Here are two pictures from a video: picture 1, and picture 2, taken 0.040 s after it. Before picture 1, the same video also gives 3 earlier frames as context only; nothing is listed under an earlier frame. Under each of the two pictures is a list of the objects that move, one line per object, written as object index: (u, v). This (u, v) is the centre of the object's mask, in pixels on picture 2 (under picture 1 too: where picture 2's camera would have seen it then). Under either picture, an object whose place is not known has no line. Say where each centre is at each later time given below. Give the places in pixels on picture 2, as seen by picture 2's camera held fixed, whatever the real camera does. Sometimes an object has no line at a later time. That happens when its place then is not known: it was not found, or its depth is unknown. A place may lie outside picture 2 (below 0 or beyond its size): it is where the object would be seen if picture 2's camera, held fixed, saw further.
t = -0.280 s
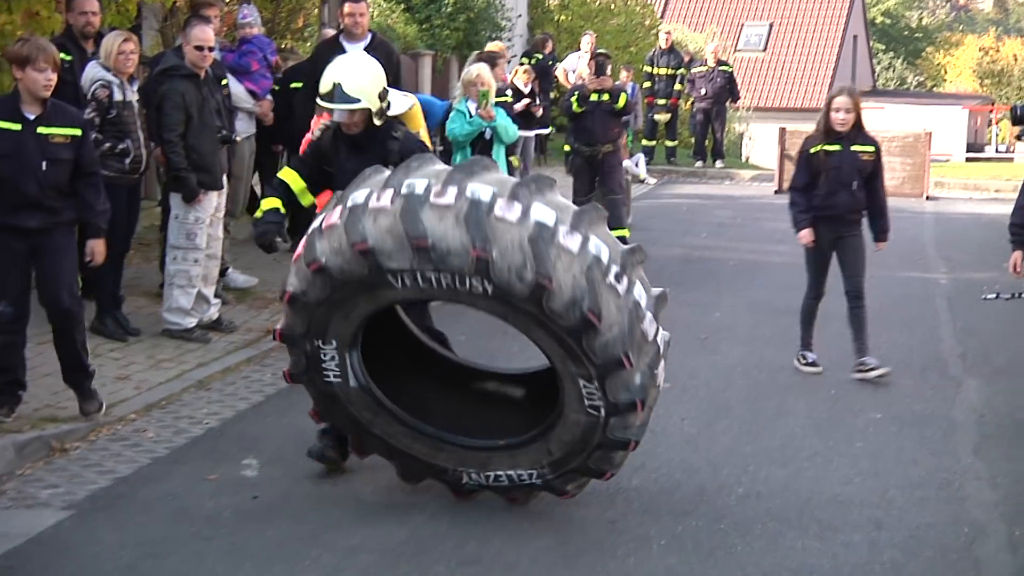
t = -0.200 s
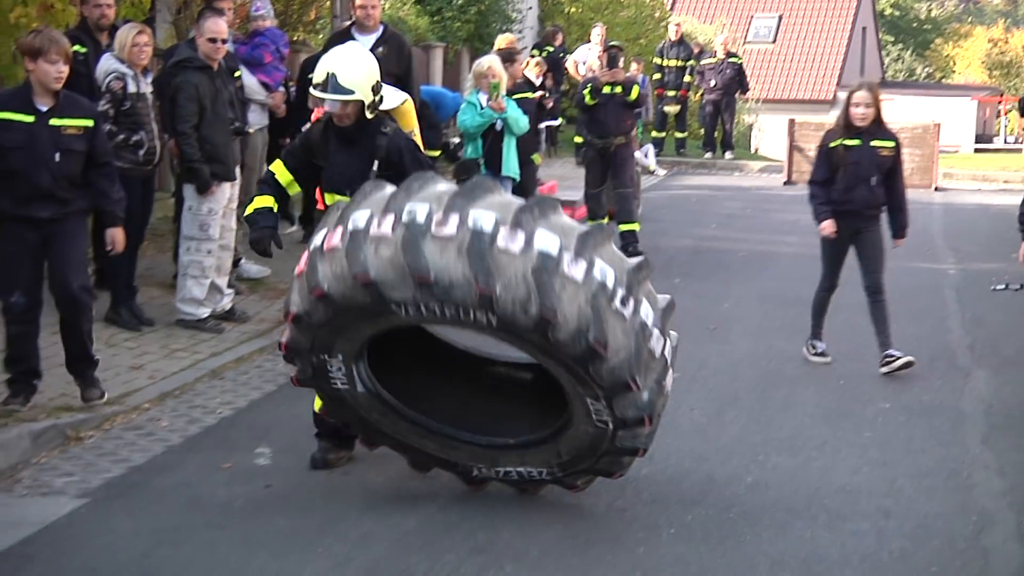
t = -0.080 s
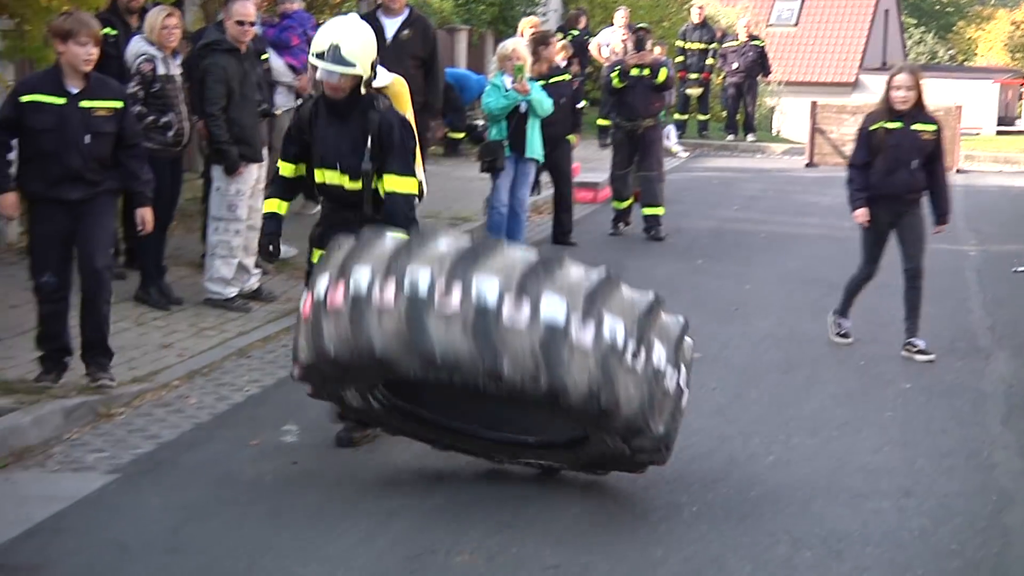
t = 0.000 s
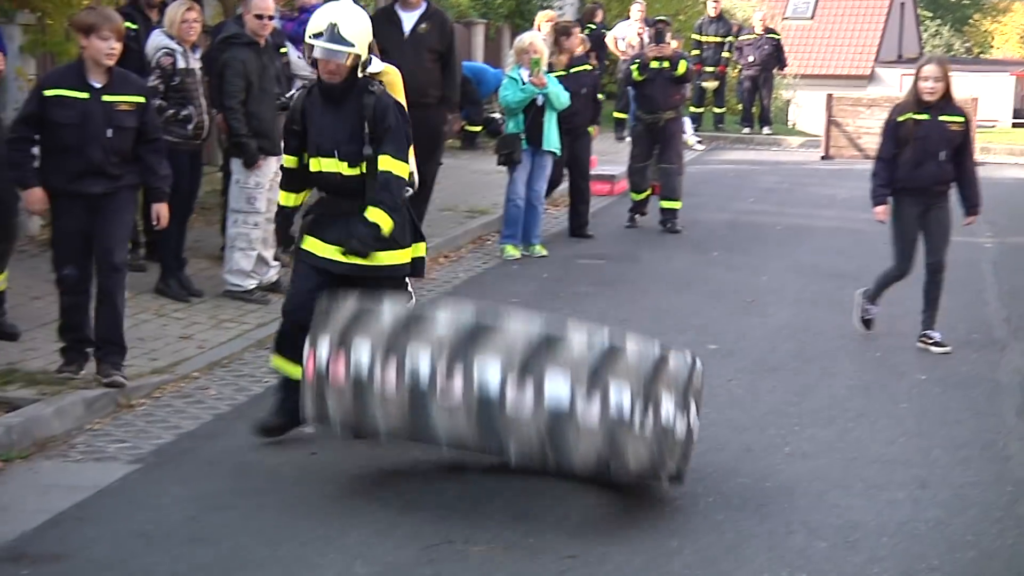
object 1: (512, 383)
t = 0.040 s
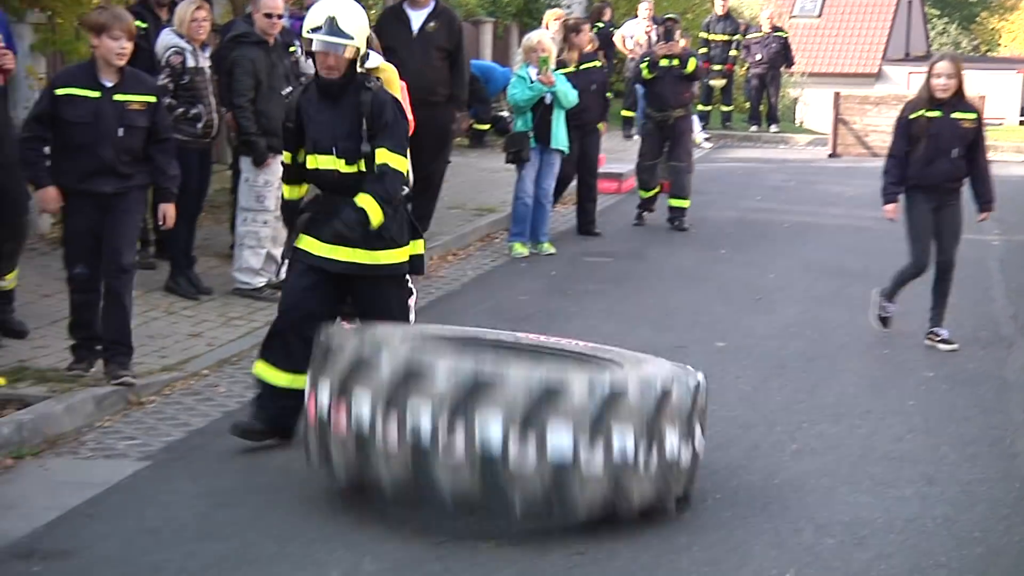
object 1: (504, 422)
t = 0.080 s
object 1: (497, 439)
